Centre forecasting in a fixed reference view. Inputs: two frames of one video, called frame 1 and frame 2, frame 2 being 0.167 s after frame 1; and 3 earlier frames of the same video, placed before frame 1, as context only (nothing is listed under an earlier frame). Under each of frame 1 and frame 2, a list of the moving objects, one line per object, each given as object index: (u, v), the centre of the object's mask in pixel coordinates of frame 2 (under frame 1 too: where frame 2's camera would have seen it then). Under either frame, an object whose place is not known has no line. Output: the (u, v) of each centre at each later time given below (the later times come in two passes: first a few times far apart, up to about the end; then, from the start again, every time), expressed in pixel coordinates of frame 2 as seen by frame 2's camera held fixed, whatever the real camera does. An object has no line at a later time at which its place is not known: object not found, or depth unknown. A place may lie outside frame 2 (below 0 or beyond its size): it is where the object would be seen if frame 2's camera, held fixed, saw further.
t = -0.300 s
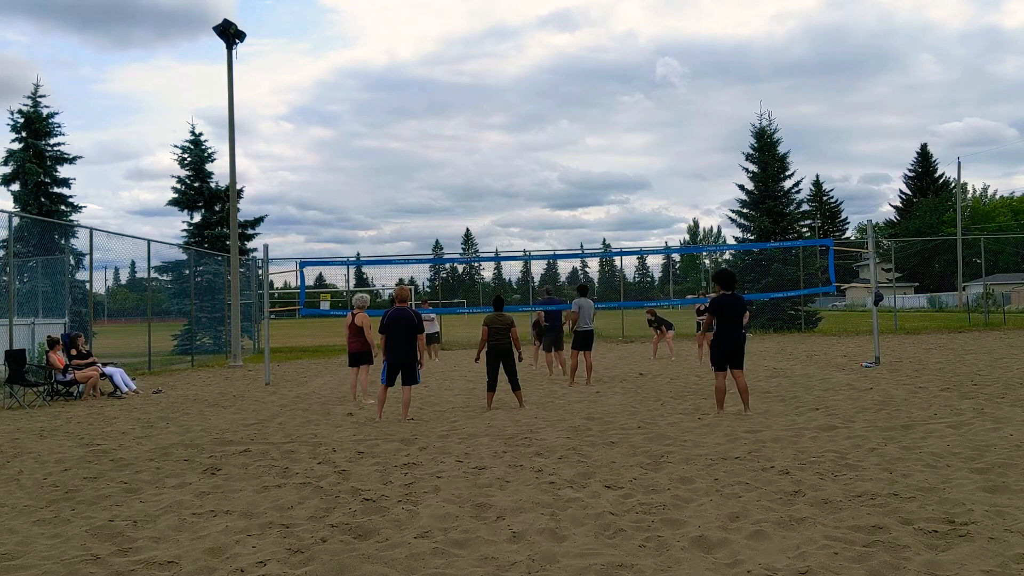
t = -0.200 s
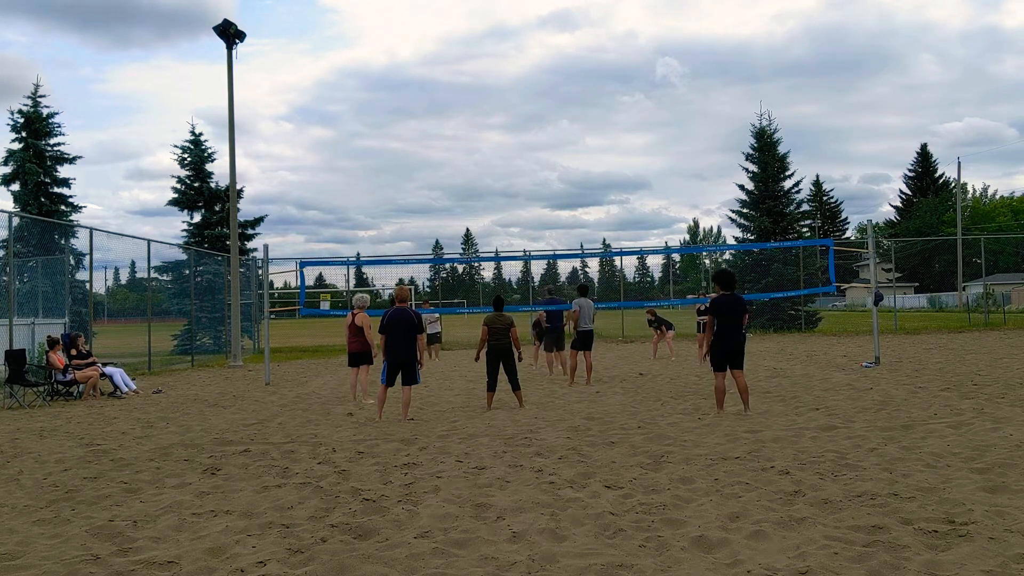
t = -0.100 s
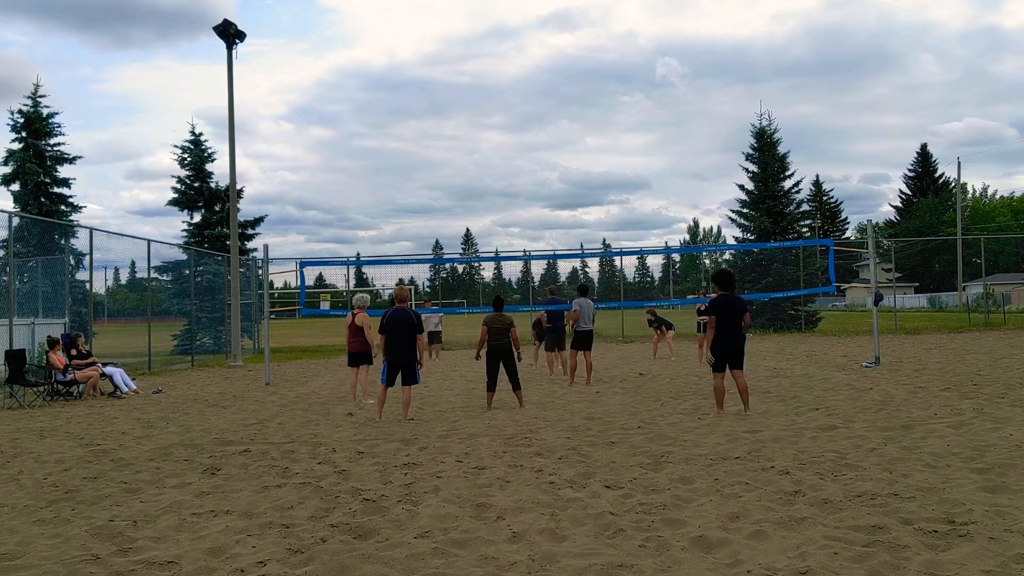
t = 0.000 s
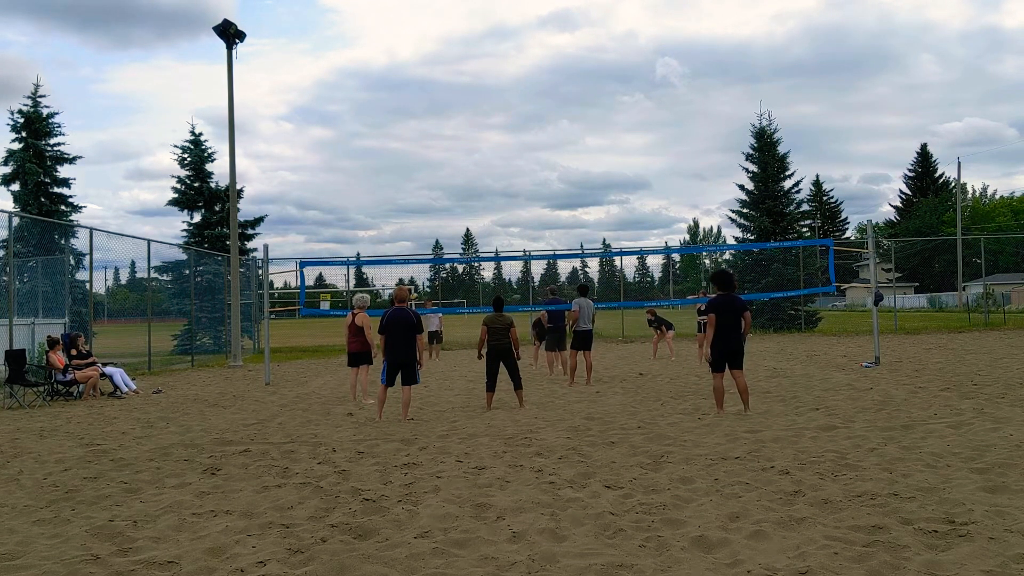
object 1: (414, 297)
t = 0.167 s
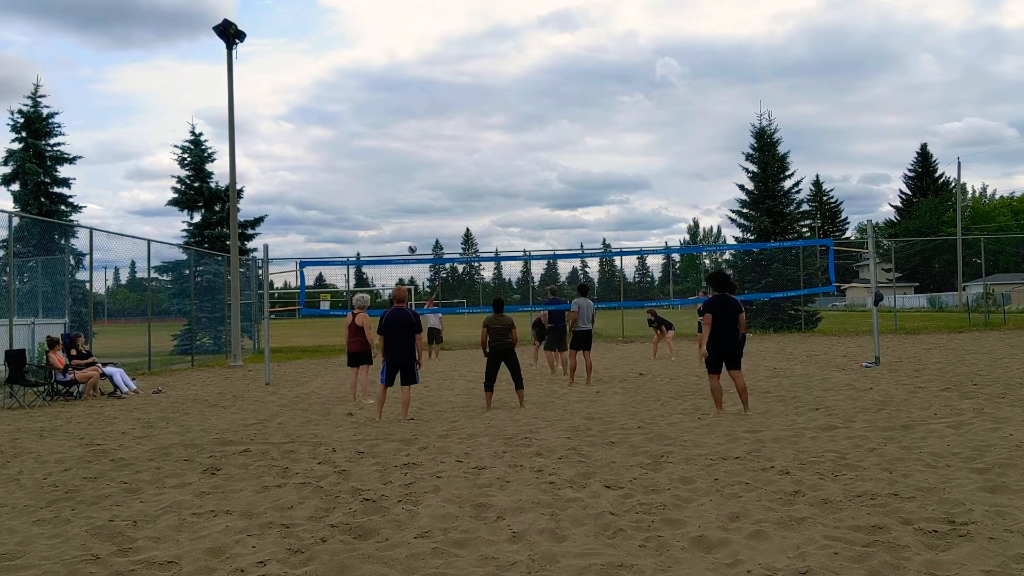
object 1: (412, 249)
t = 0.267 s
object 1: (410, 224)
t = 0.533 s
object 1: (406, 175)
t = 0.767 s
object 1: (402, 155)
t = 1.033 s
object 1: (398, 167)
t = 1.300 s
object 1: (397, 224)
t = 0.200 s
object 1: (412, 241)
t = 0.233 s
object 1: (411, 232)
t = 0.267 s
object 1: (410, 224)
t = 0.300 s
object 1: (410, 217)
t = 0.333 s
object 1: (409, 209)
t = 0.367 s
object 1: (409, 203)
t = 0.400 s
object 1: (409, 197)
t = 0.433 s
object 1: (408, 191)
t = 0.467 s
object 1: (408, 185)
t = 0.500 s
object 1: (407, 180)
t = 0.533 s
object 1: (406, 175)
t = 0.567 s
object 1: (406, 171)
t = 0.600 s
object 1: (405, 167)
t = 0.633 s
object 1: (404, 163)
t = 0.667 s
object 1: (403, 161)
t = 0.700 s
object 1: (403, 158)
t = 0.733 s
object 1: (402, 156)
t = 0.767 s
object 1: (402, 155)
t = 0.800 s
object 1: (401, 154)
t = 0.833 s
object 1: (401, 155)
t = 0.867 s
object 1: (400, 155)
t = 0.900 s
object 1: (400, 156)
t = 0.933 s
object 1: (400, 158)
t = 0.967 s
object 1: (399, 160)
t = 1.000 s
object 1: (399, 163)
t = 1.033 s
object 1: (398, 167)
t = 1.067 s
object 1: (398, 171)
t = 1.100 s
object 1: (398, 177)
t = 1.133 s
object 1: (398, 183)
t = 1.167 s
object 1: (397, 189)
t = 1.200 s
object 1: (397, 197)
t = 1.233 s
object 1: (397, 205)
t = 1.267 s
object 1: (397, 214)
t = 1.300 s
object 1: (397, 224)
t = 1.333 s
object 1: (397, 235)
